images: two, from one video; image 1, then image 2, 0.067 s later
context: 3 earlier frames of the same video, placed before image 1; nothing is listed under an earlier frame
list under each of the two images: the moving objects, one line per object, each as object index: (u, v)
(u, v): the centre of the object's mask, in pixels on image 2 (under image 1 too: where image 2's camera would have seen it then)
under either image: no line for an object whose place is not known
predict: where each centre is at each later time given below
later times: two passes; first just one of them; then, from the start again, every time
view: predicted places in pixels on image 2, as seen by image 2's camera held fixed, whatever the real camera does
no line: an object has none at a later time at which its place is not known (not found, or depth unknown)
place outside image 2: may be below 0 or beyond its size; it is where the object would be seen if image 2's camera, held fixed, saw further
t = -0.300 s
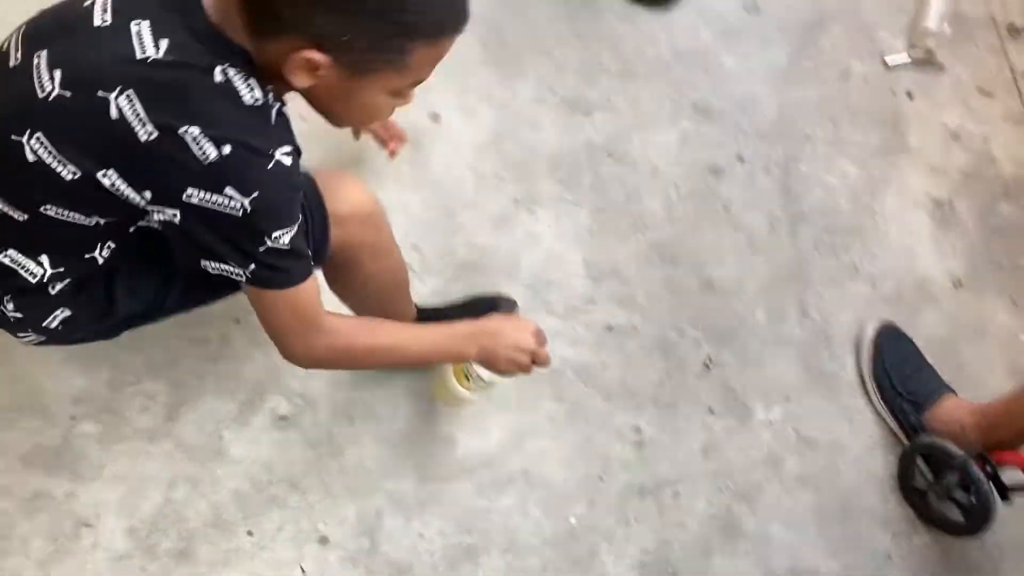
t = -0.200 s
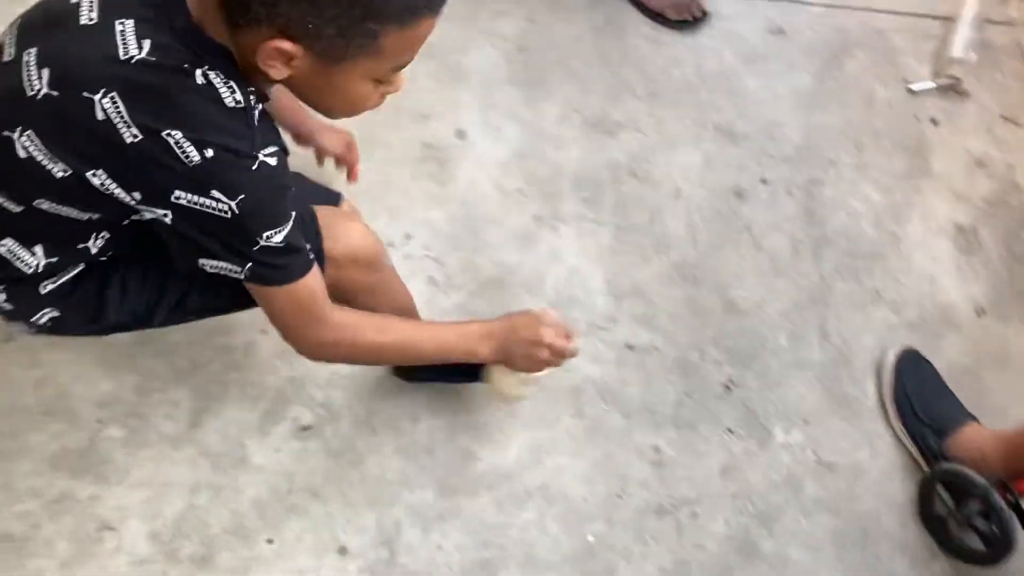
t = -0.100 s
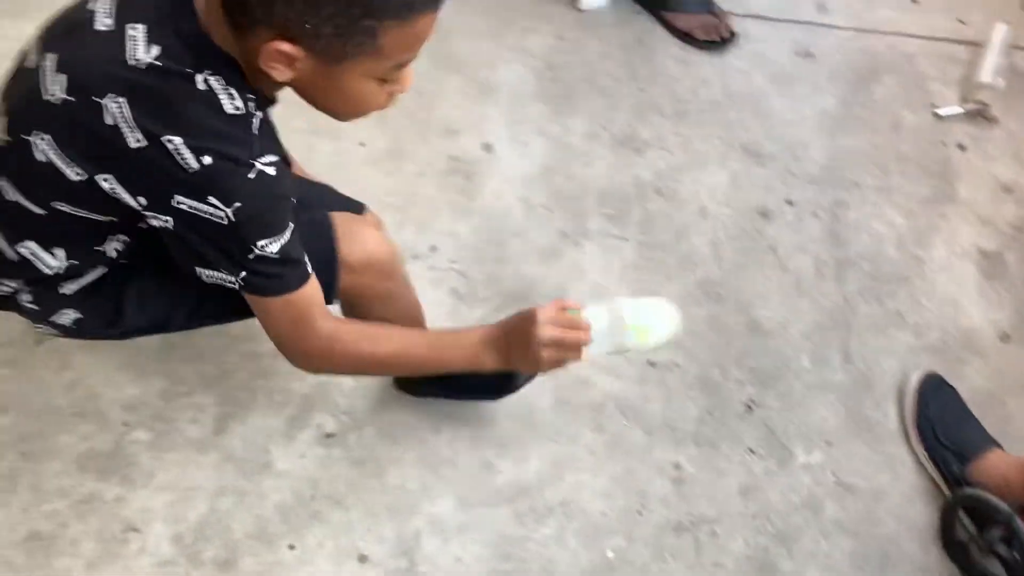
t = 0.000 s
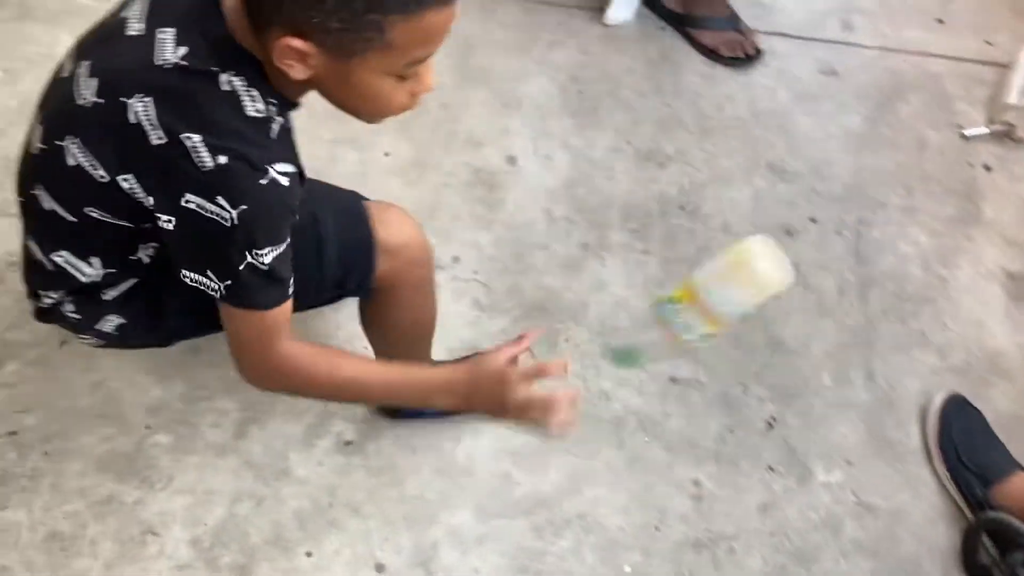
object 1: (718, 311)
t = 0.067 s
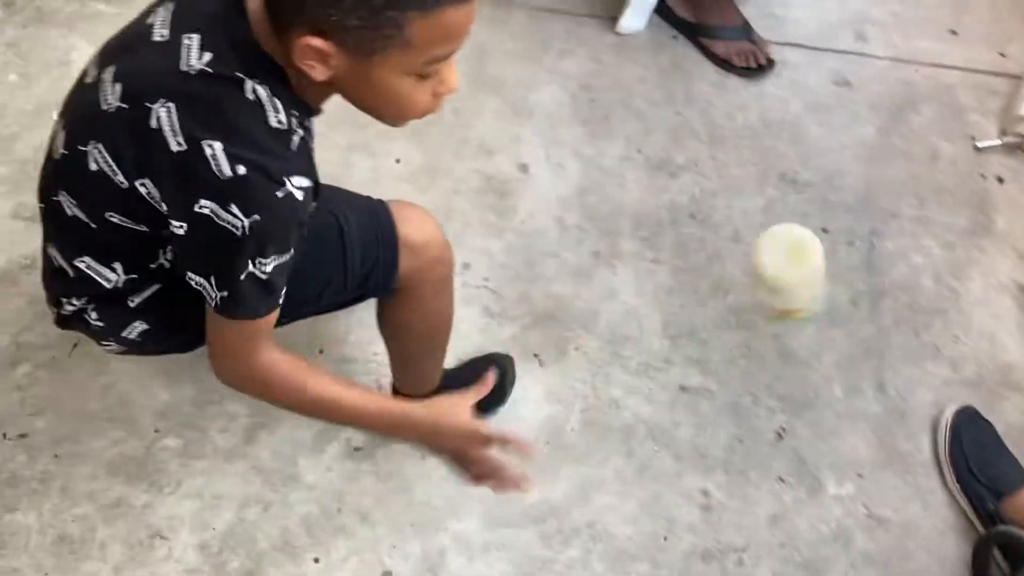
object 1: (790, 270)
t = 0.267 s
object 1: (822, 296)
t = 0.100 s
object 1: (815, 264)
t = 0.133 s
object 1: (836, 259)
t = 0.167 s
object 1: (848, 257)
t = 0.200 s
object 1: (849, 262)
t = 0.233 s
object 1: (839, 275)
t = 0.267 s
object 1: (822, 296)
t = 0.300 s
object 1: (800, 321)
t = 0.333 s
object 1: (775, 350)
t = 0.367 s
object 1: (747, 381)
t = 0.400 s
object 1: (721, 413)
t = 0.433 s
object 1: (694, 443)
